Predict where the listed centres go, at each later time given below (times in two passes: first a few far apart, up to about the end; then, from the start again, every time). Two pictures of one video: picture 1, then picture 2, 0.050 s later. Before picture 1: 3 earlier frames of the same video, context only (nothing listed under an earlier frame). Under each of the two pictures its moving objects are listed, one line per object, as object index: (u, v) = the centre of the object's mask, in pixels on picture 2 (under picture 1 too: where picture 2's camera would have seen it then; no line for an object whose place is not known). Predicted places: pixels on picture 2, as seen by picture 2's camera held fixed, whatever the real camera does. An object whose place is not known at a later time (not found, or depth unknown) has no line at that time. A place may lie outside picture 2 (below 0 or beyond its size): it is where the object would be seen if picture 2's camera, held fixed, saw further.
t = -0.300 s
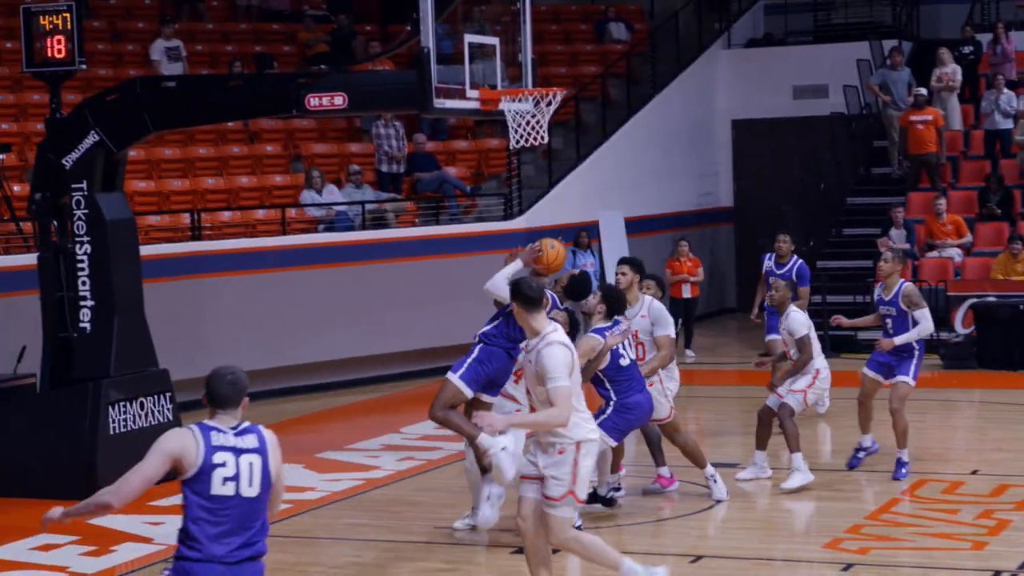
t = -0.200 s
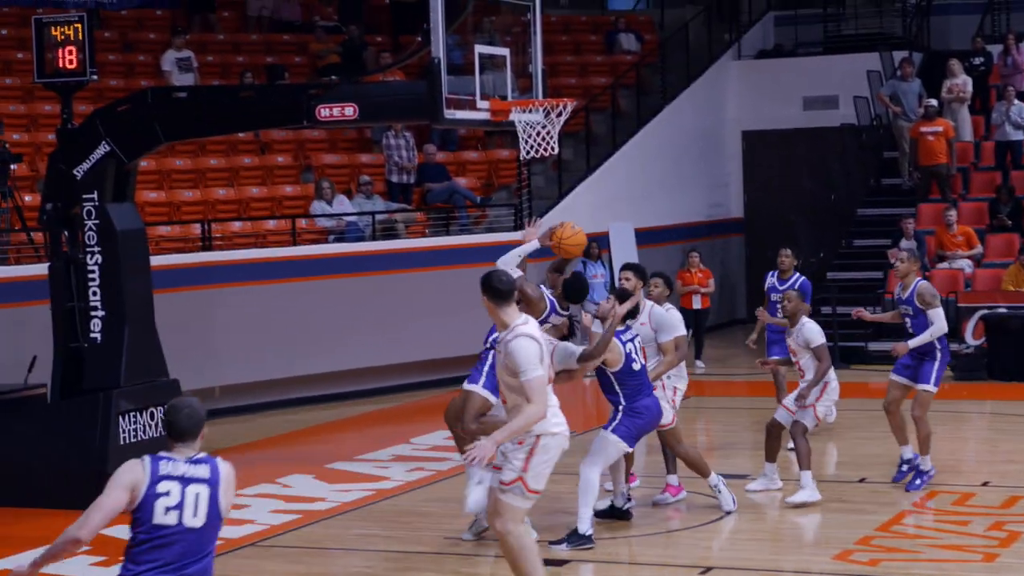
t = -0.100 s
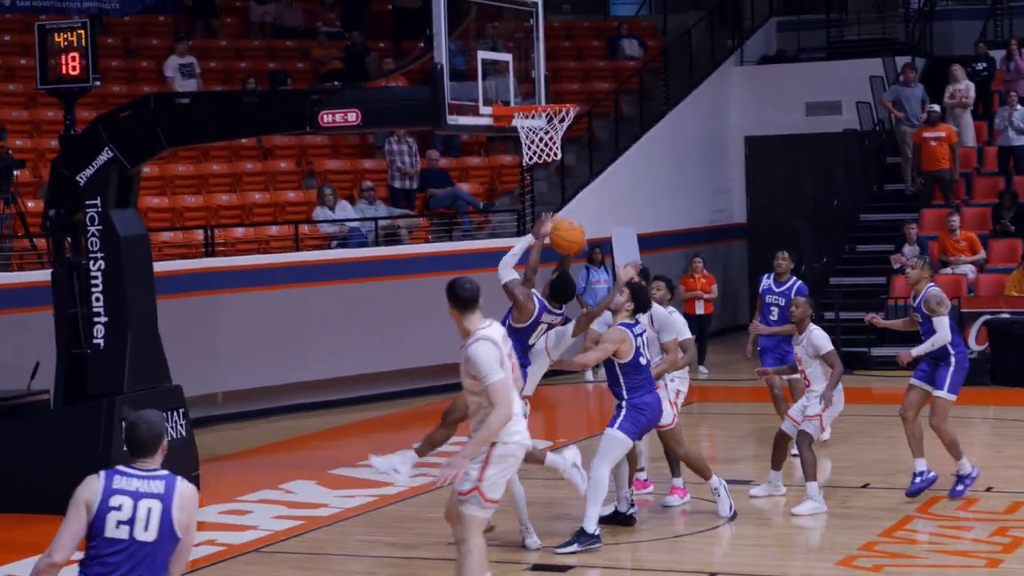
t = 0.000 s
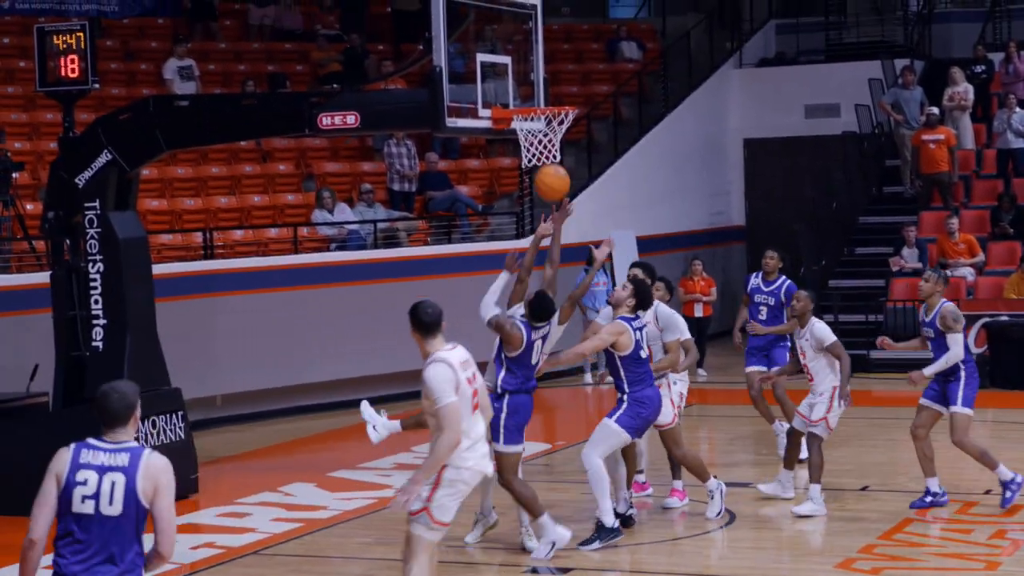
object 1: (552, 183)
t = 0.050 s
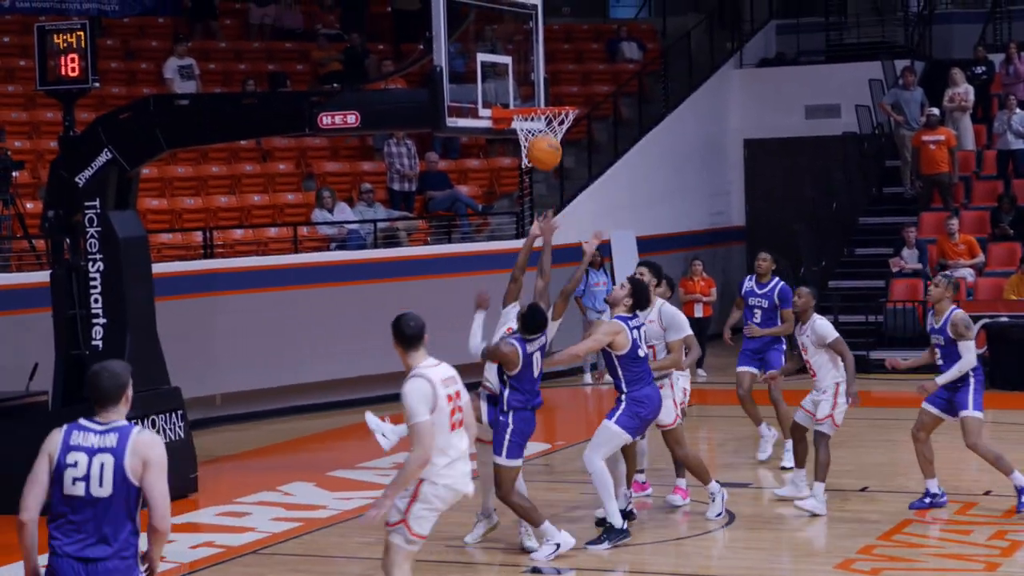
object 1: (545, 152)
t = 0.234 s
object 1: (516, 76)
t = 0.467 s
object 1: (504, 51)
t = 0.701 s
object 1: (567, 94)
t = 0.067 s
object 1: (541, 143)
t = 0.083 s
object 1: (538, 133)
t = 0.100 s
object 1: (536, 125)
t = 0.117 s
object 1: (533, 117)
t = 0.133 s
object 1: (531, 110)
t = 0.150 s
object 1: (529, 103)
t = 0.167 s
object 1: (526, 95)
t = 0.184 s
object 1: (524, 91)
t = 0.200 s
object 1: (521, 85)
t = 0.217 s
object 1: (519, 80)
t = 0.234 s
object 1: (516, 76)
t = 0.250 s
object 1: (514, 71)
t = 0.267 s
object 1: (512, 67)
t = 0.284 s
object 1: (510, 63)
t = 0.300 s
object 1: (508, 60)
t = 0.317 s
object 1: (505, 57)
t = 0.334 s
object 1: (503, 55)
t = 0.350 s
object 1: (501, 54)
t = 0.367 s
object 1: (499, 51)
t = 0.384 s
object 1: (497, 50)
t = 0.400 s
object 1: (495, 49)
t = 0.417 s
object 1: (492, 49)
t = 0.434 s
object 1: (494, 50)
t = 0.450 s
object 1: (499, 50)
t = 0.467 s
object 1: (504, 51)
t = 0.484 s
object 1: (509, 51)
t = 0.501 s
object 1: (513, 53)
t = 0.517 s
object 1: (519, 55)
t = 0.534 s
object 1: (523, 57)
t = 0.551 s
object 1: (528, 60)
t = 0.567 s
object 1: (532, 63)
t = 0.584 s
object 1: (537, 66)
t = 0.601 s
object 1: (542, 69)
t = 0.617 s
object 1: (547, 74)
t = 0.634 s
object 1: (552, 78)
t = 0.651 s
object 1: (557, 83)
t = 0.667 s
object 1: (561, 88)
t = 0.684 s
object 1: (566, 93)
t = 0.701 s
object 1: (567, 94)
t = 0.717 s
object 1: (565, 92)
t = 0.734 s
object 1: (563, 90)
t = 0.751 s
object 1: (561, 88)
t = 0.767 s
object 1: (560, 86)
